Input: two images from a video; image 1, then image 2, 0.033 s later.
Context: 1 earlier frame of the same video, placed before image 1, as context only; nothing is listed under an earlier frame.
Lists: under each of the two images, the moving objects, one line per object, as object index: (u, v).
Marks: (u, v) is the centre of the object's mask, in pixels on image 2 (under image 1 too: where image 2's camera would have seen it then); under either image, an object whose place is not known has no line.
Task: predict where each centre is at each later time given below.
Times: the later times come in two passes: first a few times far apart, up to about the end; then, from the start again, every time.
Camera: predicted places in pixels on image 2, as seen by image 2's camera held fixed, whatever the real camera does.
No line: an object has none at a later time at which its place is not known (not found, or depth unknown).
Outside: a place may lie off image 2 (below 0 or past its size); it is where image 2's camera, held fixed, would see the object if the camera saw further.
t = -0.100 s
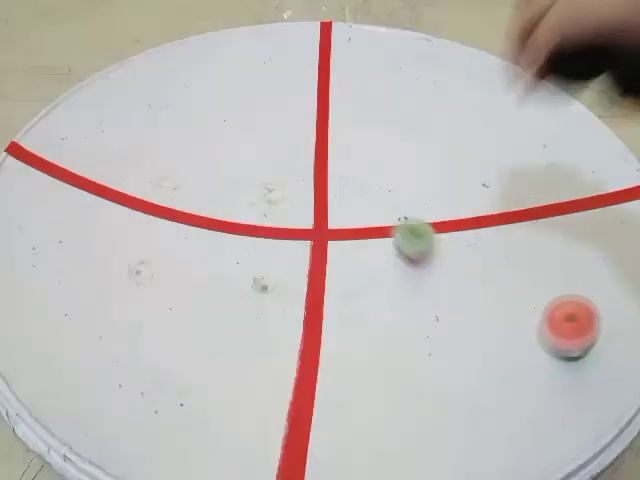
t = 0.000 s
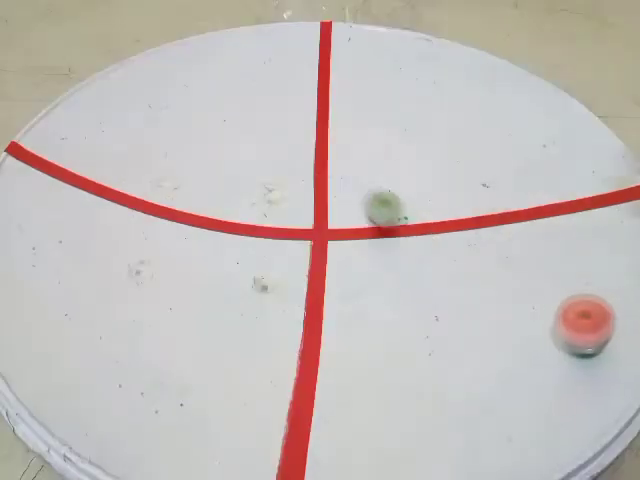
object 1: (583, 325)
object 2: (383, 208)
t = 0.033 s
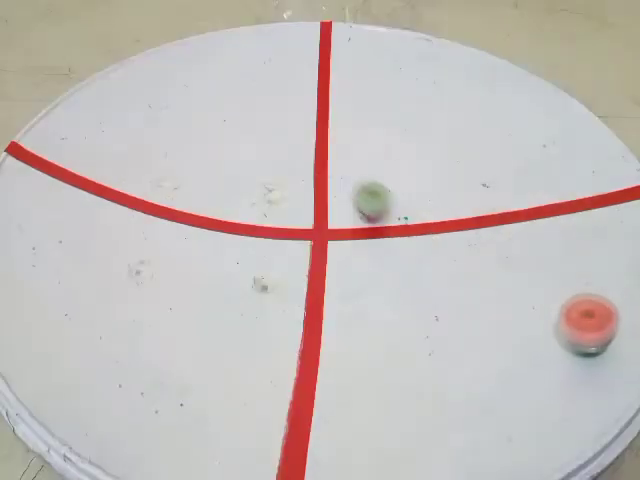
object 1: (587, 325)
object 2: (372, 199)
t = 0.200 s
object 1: (579, 317)
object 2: (313, 169)
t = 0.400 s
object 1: (522, 299)
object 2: (232, 148)
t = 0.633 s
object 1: (436, 268)
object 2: (162, 171)
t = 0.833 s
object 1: (371, 233)
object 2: (165, 219)
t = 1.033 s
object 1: (314, 190)
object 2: (234, 250)
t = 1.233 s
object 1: (271, 155)
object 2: (313, 235)
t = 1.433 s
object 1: (243, 132)
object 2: (365, 198)
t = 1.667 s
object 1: (233, 127)
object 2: (373, 156)
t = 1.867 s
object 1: (245, 142)
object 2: (353, 150)
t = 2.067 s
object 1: (269, 169)
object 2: (322, 169)
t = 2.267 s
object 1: (266, 185)
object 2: (345, 222)
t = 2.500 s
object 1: (256, 210)
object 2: (402, 269)
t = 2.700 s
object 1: (257, 236)
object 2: (439, 284)
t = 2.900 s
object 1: (268, 253)
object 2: (444, 276)
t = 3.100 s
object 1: (284, 258)
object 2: (403, 251)
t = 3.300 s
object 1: (302, 249)
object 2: (339, 227)
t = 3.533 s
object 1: (241, 274)
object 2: (342, 156)
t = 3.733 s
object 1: (206, 270)
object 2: (337, 108)
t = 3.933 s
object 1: (199, 253)
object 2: (321, 97)
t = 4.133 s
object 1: (208, 225)
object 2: (307, 125)
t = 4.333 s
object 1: (235, 200)
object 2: (304, 175)
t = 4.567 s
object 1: (276, 186)
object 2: (305, 239)
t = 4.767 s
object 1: (310, 186)
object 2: (307, 289)
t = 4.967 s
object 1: (343, 201)
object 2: (322, 318)
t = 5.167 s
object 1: (365, 222)
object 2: (333, 305)
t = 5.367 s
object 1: (369, 247)
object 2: (323, 264)
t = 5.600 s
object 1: (353, 268)
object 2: (297, 211)
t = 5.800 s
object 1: (327, 268)
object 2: (277, 169)
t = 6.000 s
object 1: (298, 253)
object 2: (259, 140)
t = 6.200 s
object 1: (281, 228)
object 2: (248, 143)
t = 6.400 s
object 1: (277, 200)
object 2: (257, 164)
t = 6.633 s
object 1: (298, 207)
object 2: (262, 159)
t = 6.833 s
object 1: (318, 217)
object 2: (273, 171)
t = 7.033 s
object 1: (330, 231)
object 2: (285, 196)
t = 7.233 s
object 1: (341, 249)
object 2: (301, 220)
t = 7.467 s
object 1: (350, 270)
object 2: (297, 228)
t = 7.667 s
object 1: (337, 275)
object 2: (296, 230)
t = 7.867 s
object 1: (320, 265)
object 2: (297, 230)
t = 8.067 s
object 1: (309, 266)
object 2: (300, 204)
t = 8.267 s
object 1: (298, 251)
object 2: (312, 180)
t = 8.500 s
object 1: (297, 225)
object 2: (323, 168)
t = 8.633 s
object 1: (304, 212)
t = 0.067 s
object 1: (588, 323)
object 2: (360, 191)
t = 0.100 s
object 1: (588, 322)
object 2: (348, 184)
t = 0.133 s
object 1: (587, 320)
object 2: (335, 178)
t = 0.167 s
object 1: (584, 318)
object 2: (325, 173)
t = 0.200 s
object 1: (579, 317)
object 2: (313, 169)
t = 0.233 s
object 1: (573, 314)
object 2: (300, 163)
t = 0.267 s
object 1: (565, 312)
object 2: (287, 158)
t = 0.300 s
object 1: (555, 309)
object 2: (274, 155)
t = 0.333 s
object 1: (546, 305)
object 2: (260, 152)
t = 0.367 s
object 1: (534, 302)
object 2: (246, 150)
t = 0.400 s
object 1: (522, 299)
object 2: (232, 148)
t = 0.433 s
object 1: (510, 295)
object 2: (219, 148)
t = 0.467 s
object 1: (498, 291)
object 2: (207, 150)
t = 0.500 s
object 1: (486, 287)
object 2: (196, 151)
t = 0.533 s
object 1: (474, 283)
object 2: (184, 154)
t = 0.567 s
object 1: (461, 278)
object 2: (175, 160)
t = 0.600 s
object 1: (448, 274)
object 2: (167, 166)
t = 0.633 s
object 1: (436, 268)
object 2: (162, 171)
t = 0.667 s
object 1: (425, 263)
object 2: (158, 179)
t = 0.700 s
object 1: (413, 258)
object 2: (156, 184)
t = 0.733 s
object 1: (402, 251)
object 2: (156, 194)
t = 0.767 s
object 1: (392, 246)
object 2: (156, 203)
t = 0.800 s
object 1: (381, 240)
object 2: (160, 211)
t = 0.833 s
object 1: (371, 233)
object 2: (165, 219)
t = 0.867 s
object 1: (361, 226)
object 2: (173, 227)
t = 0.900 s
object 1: (350, 219)
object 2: (183, 234)
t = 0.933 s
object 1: (339, 211)
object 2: (195, 239)
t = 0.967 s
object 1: (332, 204)
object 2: (206, 244)
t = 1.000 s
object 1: (322, 196)
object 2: (220, 248)
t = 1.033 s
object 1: (314, 190)
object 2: (234, 250)
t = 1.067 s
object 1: (307, 183)
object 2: (249, 251)
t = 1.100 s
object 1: (299, 177)
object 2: (263, 251)
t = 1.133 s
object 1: (292, 171)
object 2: (277, 250)
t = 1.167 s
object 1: (285, 166)
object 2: (291, 247)
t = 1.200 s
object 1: (278, 160)
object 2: (302, 240)
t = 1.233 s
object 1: (271, 155)
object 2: (313, 235)
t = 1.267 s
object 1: (265, 150)
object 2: (323, 230)
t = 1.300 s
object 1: (260, 145)
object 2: (332, 225)
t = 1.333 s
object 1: (256, 141)
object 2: (342, 219)
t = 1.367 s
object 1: (251, 138)
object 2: (351, 212)
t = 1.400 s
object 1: (247, 135)
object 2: (358, 205)
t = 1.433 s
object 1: (243, 132)
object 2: (365, 198)
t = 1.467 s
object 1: (240, 128)
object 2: (369, 190)
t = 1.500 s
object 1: (238, 126)
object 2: (372, 183)
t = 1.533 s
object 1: (236, 124)
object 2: (374, 177)
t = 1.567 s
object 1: (235, 123)
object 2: (375, 171)
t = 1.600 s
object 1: (234, 124)
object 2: (375, 163)
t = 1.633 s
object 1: (234, 125)
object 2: (374, 158)
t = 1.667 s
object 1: (233, 127)
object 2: (373, 156)
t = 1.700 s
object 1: (234, 128)
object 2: (370, 154)
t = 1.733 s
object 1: (235, 130)
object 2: (366, 152)
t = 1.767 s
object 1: (237, 133)
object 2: (363, 150)
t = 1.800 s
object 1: (239, 136)
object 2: (360, 149)
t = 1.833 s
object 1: (241, 139)
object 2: (356, 148)
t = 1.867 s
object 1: (245, 142)
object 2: (353, 150)
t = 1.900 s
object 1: (248, 145)
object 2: (348, 150)
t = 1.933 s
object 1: (252, 150)
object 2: (342, 152)
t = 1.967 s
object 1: (256, 155)
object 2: (336, 155)
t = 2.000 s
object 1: (261, 160)
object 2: (332, 159)
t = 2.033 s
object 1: (265, 165)
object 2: (327, 163)
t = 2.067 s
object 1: (269, 169)
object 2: (322, 169)
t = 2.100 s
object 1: (274, 173)
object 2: (320, 175)
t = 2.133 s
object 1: (277, 176)
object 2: (318, 182)
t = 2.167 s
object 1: (271, 176)
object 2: (325, 194)
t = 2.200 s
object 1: (268, 178)
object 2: (332, 205)
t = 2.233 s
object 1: (266, 181)
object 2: (337, 212)
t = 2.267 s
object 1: (266, 185)
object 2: (345, 222)
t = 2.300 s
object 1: (265, 189)
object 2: (353, 232)
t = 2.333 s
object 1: (263, 193)
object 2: (362, 239)
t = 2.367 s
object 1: (261, 197)
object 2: (370, 246)
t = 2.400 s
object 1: (259, 201)
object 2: (378, 253)
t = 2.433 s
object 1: (258, 204)
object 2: (387, 259)
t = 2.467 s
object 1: (257, 207)
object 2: (394, 264)
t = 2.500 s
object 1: (256, 210)
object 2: (402, 269)
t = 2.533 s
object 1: (254, 215)
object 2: (409, 273)
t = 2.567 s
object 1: (254, 221)
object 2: (416, 276)
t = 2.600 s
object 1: (254, 225)
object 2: (422, 279)
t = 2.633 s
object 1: (255, 229)
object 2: (429, 281)
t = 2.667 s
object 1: (256, 233)
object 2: (434, 283)
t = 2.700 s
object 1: (257, 236)
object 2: (439, 284)
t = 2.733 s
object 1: (258, 240)
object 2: (443, 284)
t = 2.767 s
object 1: (260, 243)
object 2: (445, 283)
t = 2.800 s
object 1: (263, 247)
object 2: (446, 282)
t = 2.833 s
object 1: (265, 249)
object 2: (446, 280)
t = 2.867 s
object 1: (267, 252)
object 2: (446, 279)
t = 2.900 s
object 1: (268, 253)
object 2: (444, 276)
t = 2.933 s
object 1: (271, 255)
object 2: (439, 272)
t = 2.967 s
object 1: (273, 256)
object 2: (434, 268)
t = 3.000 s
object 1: (276, 258)
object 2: (428, 264)
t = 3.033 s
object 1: (279, 258)
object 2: (420, 260)
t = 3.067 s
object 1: (282, 258)
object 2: (412, 256)
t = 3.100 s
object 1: (284, 258)
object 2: (403, 251)
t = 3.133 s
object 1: (288, 257)
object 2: (393, 247)
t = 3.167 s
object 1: (292, 256)
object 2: (383, 243)
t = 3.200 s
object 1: (295, 256)
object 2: (372, 239)
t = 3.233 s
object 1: (297, 254)
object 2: (361, 235)
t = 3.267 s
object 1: (299, 252)
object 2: (350, 231)
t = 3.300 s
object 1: (302, 249)
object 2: (339, 227)
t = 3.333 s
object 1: (302, 250)
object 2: (332, 220)
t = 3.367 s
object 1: (286, 258)
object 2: (338, 206)
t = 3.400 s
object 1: (271, 265)
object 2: (340, 195)
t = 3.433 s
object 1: (261, 268)
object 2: (341, 184)
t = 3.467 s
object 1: (254, 270)
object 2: (341, 174)
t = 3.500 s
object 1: (247, 272)
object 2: (342, 165)
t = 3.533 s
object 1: (241, 274)
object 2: (342, 156)
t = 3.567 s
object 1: (234, 274)
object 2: (342, 147)
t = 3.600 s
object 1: (228, 275)
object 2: (342, 138)
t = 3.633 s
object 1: (224, 275)
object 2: (341, 129)
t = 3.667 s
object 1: (218, 274)
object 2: (340, 122)
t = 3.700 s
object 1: (212, 273)
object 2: (339, 114)
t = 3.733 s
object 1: (206, 270)
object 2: (337, 108)
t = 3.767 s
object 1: (205, 269)
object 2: (335, 103)
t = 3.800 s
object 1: (202, 267)
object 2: (332, 99)
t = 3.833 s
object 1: (202, 264)
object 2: (329, 97)
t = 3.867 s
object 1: (198, 260)
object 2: (326, 96)
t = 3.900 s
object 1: (199, 257)
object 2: (324, 96)
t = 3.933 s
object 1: (199, 253)
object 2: (321, 97)
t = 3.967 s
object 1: (199, 248)
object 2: (318, 99)
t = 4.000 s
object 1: (200, 243)
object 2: (316, 102)
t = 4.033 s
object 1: (202, 239)
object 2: (313, 106)
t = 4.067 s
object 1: (202, 233)
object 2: (311, 111)
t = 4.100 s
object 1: (205, 229)
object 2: (309, 118)
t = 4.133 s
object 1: (208, 225)
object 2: (307, 125)
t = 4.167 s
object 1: (211, 220)
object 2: (306, 133)
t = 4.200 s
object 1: (215, 216)
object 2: (305, 141)
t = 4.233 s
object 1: (219, 211)
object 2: (304, 150)
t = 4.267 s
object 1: (223, 207)
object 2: (304, 158)
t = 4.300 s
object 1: (229, 203)
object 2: (304, 166)
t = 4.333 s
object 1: (235, 200)
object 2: (304, 175)
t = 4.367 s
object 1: (241, 198)
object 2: (304, 185)
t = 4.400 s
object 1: (247, 196)
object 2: (304, 194)
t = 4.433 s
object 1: (253, 193)
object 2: (304, 203)
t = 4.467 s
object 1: (259, 191)
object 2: (304, 211)
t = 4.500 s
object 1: (265, 189)
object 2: (304, 220)
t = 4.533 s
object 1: (270, 188)
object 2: (305, 230)
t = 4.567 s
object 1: (276, 186)
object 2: (305, 239)
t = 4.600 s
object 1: (282, 185)
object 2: (305, 248)
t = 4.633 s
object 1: (288, 185)
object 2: (305, 257)
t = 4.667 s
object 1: (293, 185)
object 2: (306, 265)
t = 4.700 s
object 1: (298, 185)
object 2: (306, 273)
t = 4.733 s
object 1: (304, 185)
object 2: (306, 281)
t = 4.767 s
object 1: (310, 186)
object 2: (307, 289)
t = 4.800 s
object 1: (316, 187)
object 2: (308, 296)
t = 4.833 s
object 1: (322, 189)
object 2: (310, 303)
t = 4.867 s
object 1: (328, 191)
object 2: (312, 308)
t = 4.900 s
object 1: (333, 194)
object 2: (314, 312)
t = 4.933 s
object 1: (337, 197)
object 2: (319, 315)
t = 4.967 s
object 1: (343, 201)
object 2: (322, 318)
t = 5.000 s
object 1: (348, 204)
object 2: (324, 319)
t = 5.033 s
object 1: (352, 207)
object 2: (327, 318)
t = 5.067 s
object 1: (357, 210)
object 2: (329, 317)
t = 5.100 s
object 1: (360, 214)
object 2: (331, 314)
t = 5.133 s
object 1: (362, 218)
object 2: (332, 310)
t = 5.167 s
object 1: (365, 222)
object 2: (333, 305)
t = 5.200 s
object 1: (366, 225)
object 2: (334, 301)
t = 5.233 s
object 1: (368, 230)
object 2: (332, 293)
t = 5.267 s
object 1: (370, 234)
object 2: (331, 288)
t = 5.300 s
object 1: (370, 238)
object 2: (329, 280)
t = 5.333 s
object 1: (370, 242)
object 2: (326, 272)
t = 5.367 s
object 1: (369, 247)
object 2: (323, 264)
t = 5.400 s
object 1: (367, 250)
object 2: (320, 256)
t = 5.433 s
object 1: (366, 254)
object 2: (316, 248)
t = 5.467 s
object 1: (364, 257)
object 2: (312, 240)
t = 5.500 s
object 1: (363, 261)
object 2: (308, 233)
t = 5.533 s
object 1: (360, 263)
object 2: (305, 226)
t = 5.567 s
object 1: (357, 265)
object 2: (300, 218)
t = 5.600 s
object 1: (353, 268)
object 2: (297, 211)
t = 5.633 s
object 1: (350, 269)
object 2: (294, 205)
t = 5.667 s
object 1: (346, 270)
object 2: (291, 198)
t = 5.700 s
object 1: (342, 270)
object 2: (287, 189)
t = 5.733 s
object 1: (336, 270)
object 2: (285, 182)
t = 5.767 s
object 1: (332, 269)
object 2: (281, 175)
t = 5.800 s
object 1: (327, 268)
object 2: (277, 169)
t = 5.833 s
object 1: (322, 267)
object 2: (275, 165)
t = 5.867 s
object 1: (317, 265)
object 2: (271, 158)
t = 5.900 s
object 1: (312, 262)
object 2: (268, 153)
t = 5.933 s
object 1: (306, 260)
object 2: (265, 147)
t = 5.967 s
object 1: (302, 256)
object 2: (262, 145)
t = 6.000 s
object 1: (298, 253)
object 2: (259, 140)
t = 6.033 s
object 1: (294, 249)
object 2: (257, 139)
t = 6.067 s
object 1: (291, 246)
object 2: (253, 137)
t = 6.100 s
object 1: (288, 242)
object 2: (251, 137)
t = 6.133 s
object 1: (285, 237)
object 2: (250, 138)
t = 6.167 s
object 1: (283, 232)
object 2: (249, 140)
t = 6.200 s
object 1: (281, 228)
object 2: (248, 143)
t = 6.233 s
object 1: (279, 222)
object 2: (248, 147)
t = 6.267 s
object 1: (277, 217)
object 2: (249, 150)
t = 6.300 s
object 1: (276, 213)
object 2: (250, 155)
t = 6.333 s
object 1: (277, 208)
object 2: (252, 160)
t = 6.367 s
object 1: (276, 203)
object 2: (255, 164)
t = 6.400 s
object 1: (277, 200)
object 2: (257, 164)
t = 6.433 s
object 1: (278, 198)
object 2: (259, 164)
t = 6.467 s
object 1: (281, 201)
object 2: (260, 161)
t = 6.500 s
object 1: (283, 203)
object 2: (260, 158)
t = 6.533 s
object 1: (287, 205)
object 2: (259, 156)
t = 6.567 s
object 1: (290, 205)
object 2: (260, 156)
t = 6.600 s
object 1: (293, 206)
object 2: (260, 157)
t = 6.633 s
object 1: (298, 207)
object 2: (262, 159)
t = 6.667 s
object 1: (302, 208)
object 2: (263, 161)
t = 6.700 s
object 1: (306, 210)
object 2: (265, 163)
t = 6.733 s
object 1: (309, 212)
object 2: (268, 167)
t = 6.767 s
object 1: (312, 214)
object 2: (270, 167)
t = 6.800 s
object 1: (316, 215)
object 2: (271, 168)
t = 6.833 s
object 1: (318, 217)
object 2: (273, 171)
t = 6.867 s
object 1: (321, 220)
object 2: (275, 177)
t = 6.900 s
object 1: (322, 222)
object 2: (276, 179)
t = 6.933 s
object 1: (324, 224)
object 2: (278, 182)
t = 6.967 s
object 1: (327, 227)
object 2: (281, 186)
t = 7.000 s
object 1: (328, 229)
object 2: (283, 191)
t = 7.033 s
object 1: (330, 231)
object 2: (285, 196)
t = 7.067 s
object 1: (331, 233)
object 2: (288, 201)
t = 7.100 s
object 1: (332, 235)
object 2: (293, 207)
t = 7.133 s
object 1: (333, 238)
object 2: (295, 210)
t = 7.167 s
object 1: (334, 239)
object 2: (299, 215)
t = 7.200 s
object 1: (337, 243)
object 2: (301, 218)
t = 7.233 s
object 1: (341, 249)
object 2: (301, 220)
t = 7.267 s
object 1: (343, 252)
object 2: (299, 220)
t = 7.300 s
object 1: (344, 255)
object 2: (299, 220)
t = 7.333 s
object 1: (346, 259)
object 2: (297, 221)
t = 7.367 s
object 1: (348, 262)
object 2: (298, 222)
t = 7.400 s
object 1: (349, 265)
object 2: (297, 226)
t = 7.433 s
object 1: (349, 268)
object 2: (297, 227)
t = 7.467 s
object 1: (350, 270)
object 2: (297, 228)
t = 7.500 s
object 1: (349, 272)
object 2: (297, 229)
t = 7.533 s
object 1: (348, 273)
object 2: (297, 227)
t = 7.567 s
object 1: (346, 274)
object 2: (297, 228)
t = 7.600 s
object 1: (343, 274)
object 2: (297, 229)
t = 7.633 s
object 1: (340, 275)
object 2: (296, 229)
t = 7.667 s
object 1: (337, 275)
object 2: (296, 230)
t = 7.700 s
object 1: (335, 274)
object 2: (295, 231)
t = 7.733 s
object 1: (331, 272)
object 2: (295, 231)
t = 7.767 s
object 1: (329, 271)
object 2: (295, 234)
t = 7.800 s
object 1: (326, 269)
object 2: (296, 233)
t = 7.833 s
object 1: (322, 267)
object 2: (297, 233)
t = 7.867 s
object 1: (320, 265)
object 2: (297, 230)
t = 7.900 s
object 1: (318, 268)
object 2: (297, 226)
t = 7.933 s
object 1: (316, 268)
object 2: (297, 220)
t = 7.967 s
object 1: (315, 268)
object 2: (297, 215)
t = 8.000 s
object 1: (312, 268)
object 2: (297, 211)
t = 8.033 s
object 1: (311, 267)
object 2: (299, 207)
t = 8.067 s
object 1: (309, 266)
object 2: (300, 204)
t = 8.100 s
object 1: (305, 263)
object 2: (302, 200)
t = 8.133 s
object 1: (304, 262)
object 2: (303, 196)
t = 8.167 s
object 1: (301, 259)
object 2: (305, 192)
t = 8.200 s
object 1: (300, 257)
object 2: (307, 187)
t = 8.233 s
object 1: (299, 253)
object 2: (310, 184)
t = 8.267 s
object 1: (298, 251)
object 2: (312, 180)
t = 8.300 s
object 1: (297, 247)
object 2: (315, 177)
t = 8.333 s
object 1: (296, 244)
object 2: (315, 174)
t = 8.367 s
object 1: (296, 240)
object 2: (318, 171)
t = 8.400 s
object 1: (296, 236)
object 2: (320, 170)
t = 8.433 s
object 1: (296, 233)
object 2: (321, 169)
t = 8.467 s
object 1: (297, 230)
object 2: (323, 169)
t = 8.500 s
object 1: (297, 225)
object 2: (323, 168)
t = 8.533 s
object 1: (298, 222)
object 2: (326, 168)
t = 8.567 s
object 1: (300, 219)
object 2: (326, 169)
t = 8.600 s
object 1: (301, 215)
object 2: (327, 169)
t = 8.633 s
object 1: (304, 212)
